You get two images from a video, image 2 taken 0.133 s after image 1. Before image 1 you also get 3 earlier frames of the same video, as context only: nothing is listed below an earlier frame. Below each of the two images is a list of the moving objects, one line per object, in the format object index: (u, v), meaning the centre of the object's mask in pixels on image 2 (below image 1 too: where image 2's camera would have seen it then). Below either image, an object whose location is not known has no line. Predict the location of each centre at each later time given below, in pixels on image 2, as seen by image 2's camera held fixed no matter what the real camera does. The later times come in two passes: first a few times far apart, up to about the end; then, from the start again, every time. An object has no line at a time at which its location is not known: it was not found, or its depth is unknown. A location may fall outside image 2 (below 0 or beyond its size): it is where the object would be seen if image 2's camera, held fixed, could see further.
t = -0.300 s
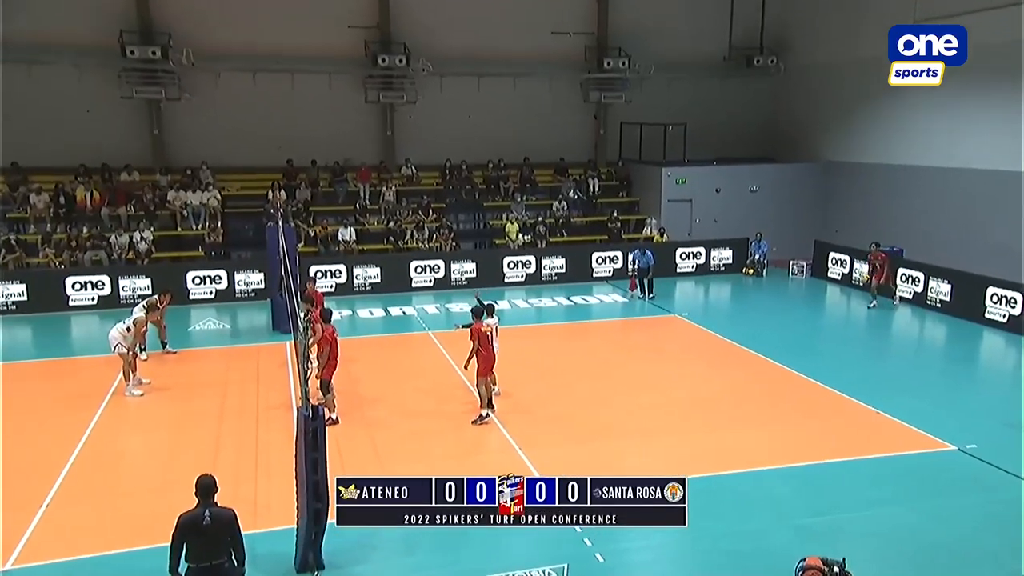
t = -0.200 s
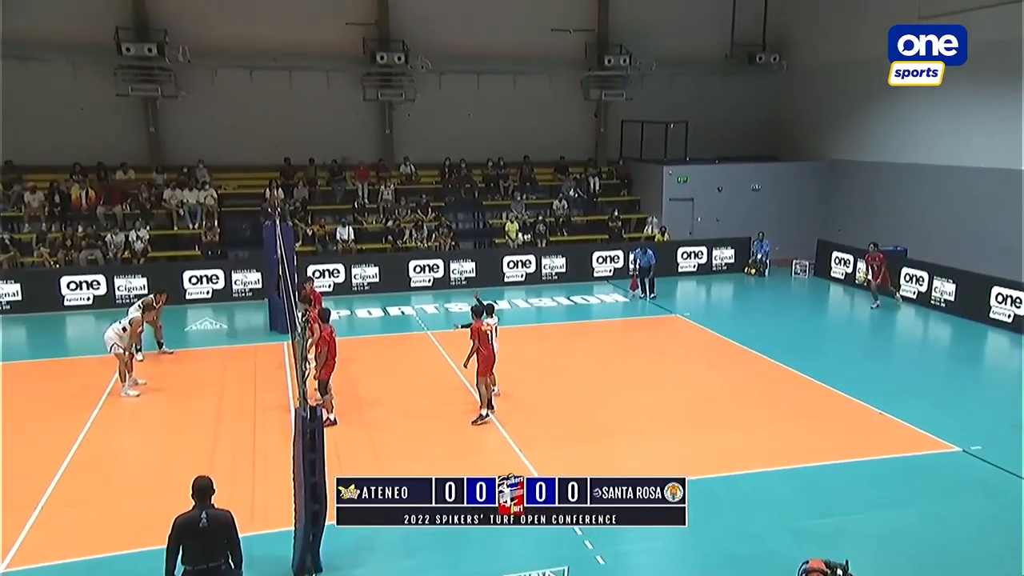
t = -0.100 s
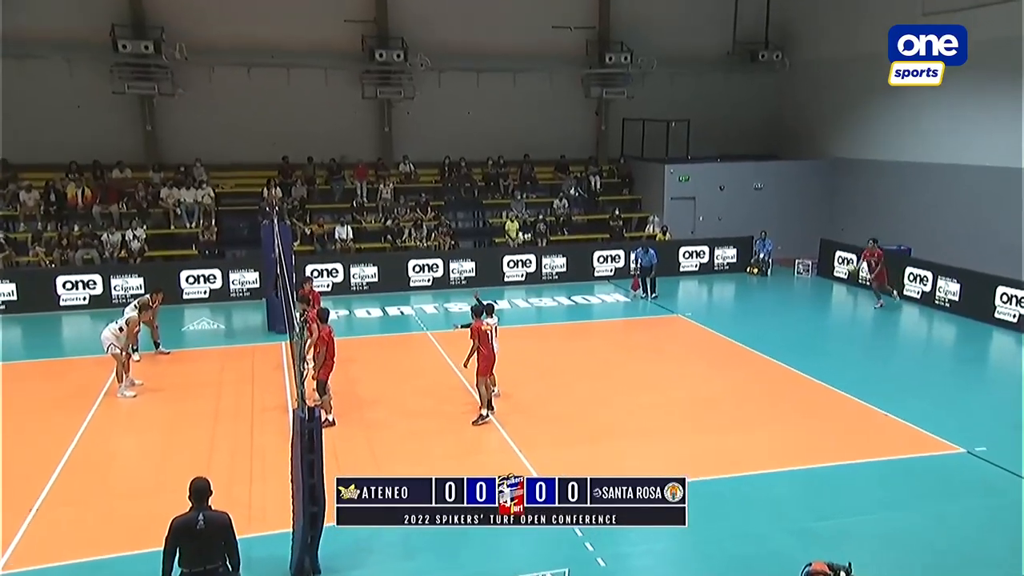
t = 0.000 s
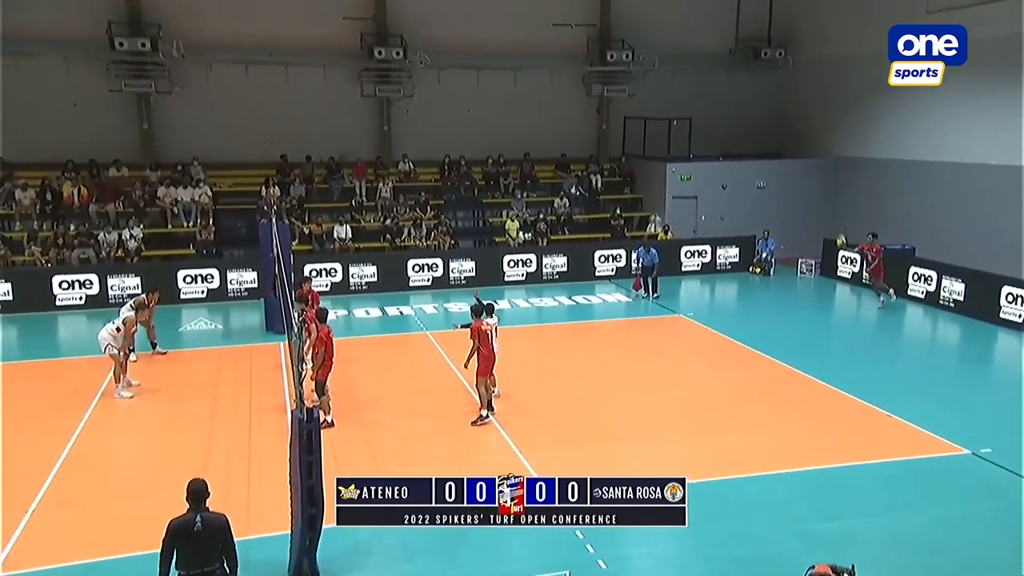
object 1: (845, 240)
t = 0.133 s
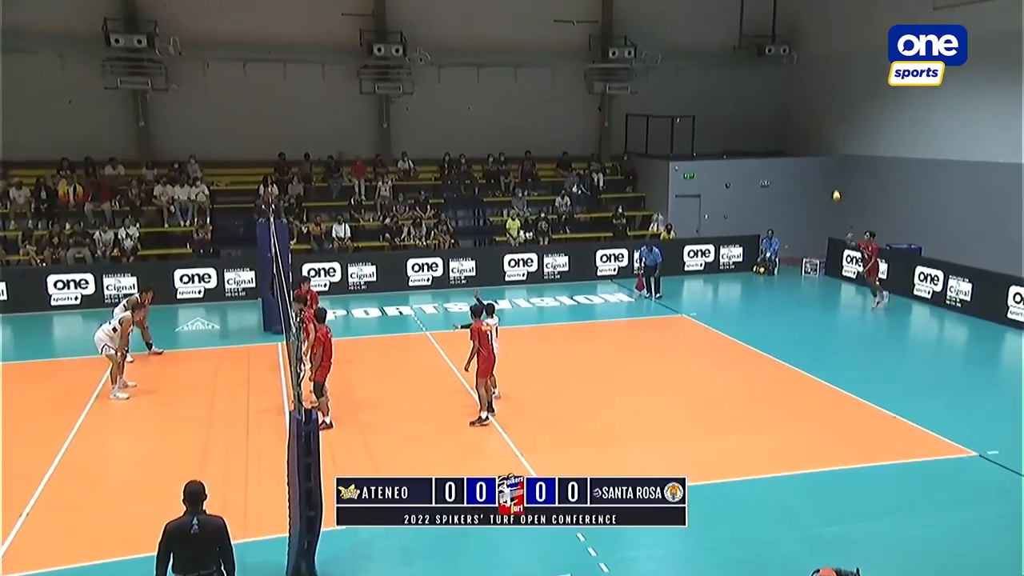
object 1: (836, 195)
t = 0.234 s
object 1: (831, 166)
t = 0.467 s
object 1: (813, 115)
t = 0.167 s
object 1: (835, 185)
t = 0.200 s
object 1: (832, 175)
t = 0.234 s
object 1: (831, 166)
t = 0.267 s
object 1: (828, 157)
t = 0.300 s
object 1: (825, 149)
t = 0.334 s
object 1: (823, 141)
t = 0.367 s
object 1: (821, 134)
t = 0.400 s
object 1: (819, 127)
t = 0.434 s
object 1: (816, 120)
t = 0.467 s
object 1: (813, 115)
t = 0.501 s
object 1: (811, 109)
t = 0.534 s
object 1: (808, 104)
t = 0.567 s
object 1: (806, 99)
